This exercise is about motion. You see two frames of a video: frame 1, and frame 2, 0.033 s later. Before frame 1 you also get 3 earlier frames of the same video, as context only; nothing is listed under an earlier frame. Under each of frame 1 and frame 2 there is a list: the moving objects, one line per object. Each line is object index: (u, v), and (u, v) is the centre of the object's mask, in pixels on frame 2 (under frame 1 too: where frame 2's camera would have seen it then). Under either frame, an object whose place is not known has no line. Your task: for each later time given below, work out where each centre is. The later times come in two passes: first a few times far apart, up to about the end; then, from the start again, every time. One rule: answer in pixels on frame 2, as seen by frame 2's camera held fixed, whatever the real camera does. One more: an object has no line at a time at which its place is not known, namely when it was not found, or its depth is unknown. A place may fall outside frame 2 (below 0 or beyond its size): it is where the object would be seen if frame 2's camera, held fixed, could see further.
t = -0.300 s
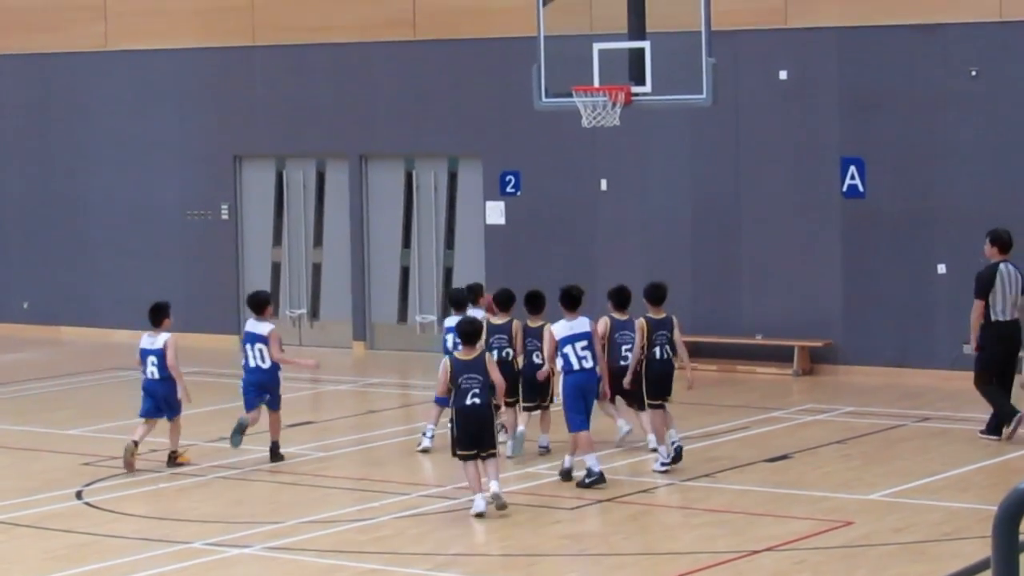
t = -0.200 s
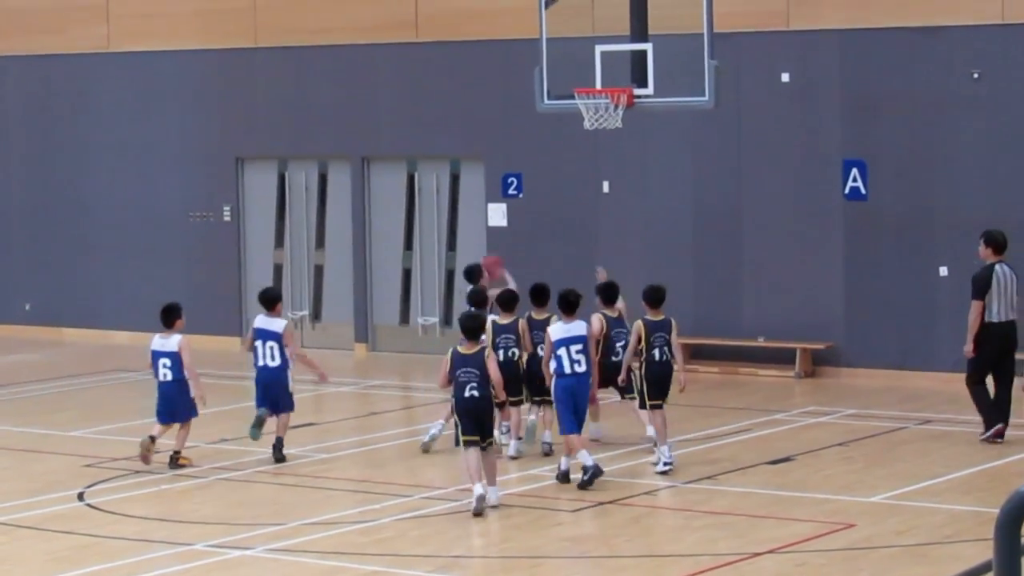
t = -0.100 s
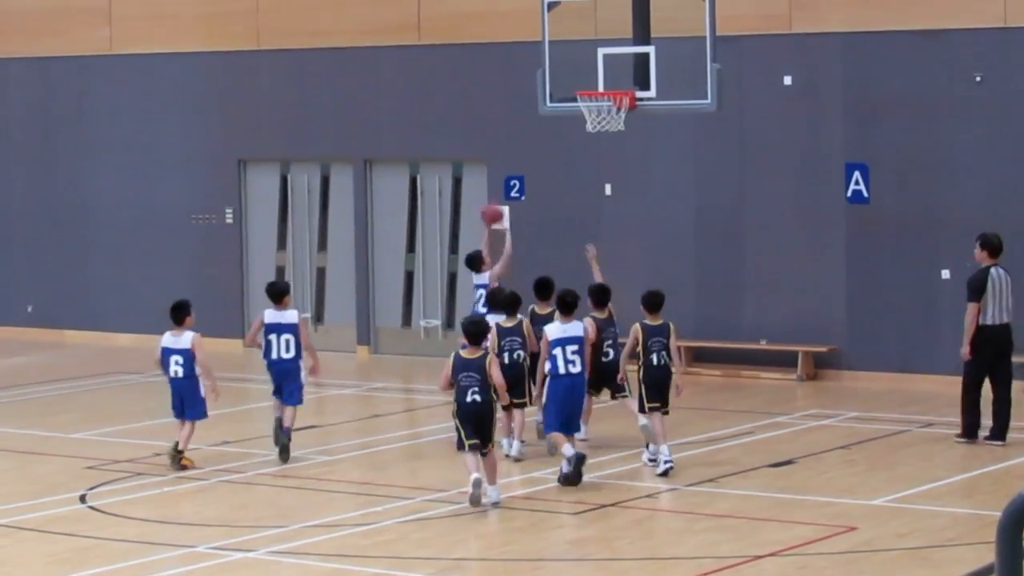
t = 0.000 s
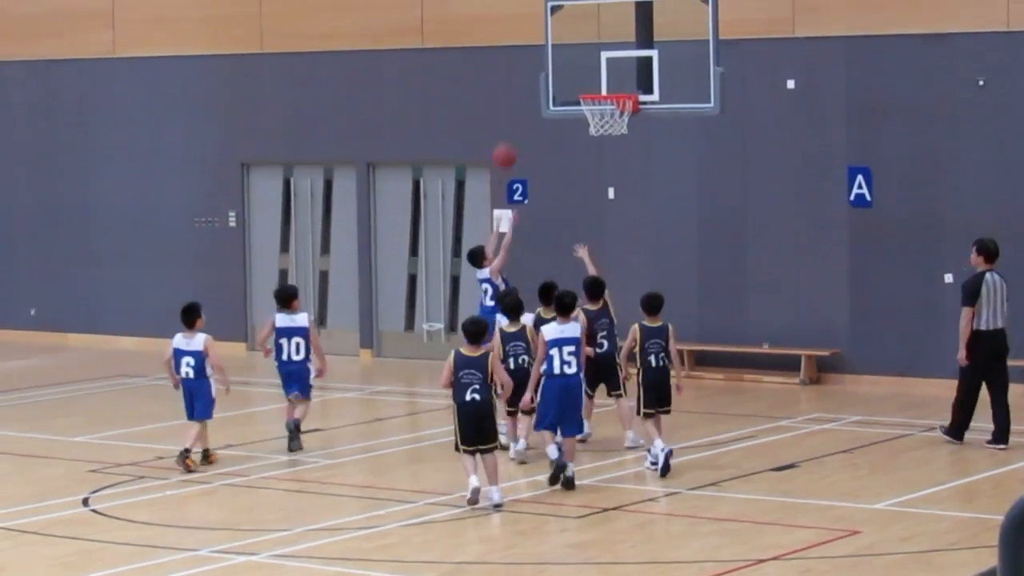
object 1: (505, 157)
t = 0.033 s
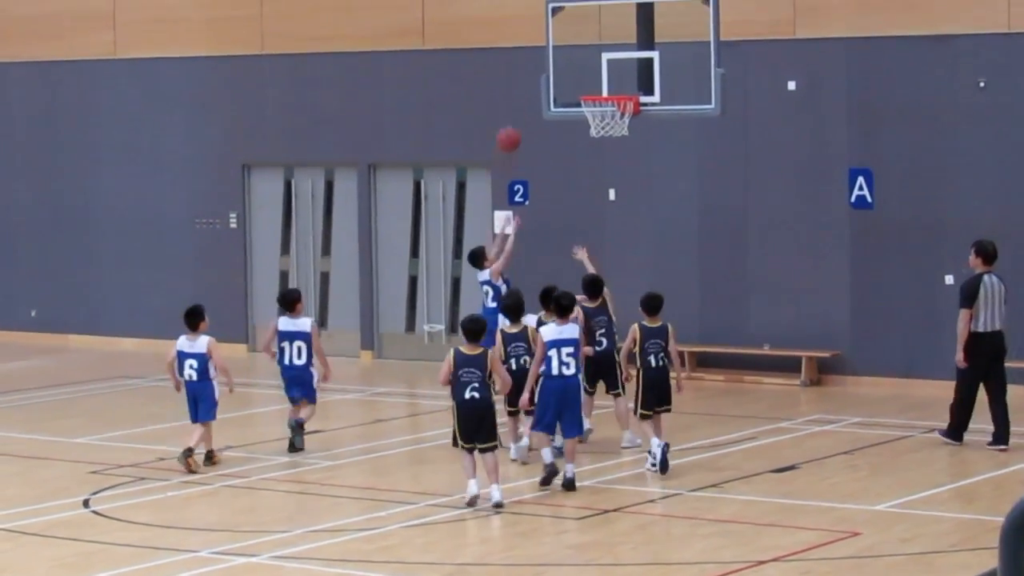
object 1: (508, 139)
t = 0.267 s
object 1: (530, 45)
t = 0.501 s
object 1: (553, 8)
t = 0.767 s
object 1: (580, 36)
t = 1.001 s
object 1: (608, 92)
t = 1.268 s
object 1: (628, 129)
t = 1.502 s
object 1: (624, 185)
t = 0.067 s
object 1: (511, 122)
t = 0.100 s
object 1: (515, 106)
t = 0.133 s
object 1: (518, 91)
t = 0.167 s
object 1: (521, 77)
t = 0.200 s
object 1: (524, 66)
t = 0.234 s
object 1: (528, 55)
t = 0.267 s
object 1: (530, 45)
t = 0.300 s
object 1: (534, 37)
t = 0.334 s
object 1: (536, 29)
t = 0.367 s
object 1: (539, 22)
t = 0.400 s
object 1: (542, 17)
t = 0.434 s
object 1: (546, 12)
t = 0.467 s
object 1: (549, 10)
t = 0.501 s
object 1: (553, 8)
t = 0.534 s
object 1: (556, 7)
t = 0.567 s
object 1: (558, 7)
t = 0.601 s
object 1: (562, 9)
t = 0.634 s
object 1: (567, 13)
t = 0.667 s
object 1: (570, 17)
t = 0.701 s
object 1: (573, 22)
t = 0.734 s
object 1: (577, 29)
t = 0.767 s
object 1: (580, 36)
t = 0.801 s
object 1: (584, 45)
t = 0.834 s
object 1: (587, 56)
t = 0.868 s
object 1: (591, 67)
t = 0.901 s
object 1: (595, 80)
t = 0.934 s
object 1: (598, 88)
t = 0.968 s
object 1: (602, 89)
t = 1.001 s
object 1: (608, 92)
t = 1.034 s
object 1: (614, 110)
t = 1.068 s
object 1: (617, 112)
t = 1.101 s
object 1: (629, 119)
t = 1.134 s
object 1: (628, 127)
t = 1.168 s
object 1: (630, 126)
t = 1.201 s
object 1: (628, 127)
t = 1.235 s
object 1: (628, 128)
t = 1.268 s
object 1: (628, 129)
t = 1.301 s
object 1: (627, 133)
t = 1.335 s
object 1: (626, 138)
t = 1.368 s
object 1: (626, 145)
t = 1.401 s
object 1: (625, 153)
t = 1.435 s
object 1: (624, 164)
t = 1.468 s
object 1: (624, 173)
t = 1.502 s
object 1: (624, 185)
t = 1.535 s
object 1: (623, 198)
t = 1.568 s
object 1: (622, 212)
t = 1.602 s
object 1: (623, 227)
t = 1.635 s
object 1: (622, 243)
